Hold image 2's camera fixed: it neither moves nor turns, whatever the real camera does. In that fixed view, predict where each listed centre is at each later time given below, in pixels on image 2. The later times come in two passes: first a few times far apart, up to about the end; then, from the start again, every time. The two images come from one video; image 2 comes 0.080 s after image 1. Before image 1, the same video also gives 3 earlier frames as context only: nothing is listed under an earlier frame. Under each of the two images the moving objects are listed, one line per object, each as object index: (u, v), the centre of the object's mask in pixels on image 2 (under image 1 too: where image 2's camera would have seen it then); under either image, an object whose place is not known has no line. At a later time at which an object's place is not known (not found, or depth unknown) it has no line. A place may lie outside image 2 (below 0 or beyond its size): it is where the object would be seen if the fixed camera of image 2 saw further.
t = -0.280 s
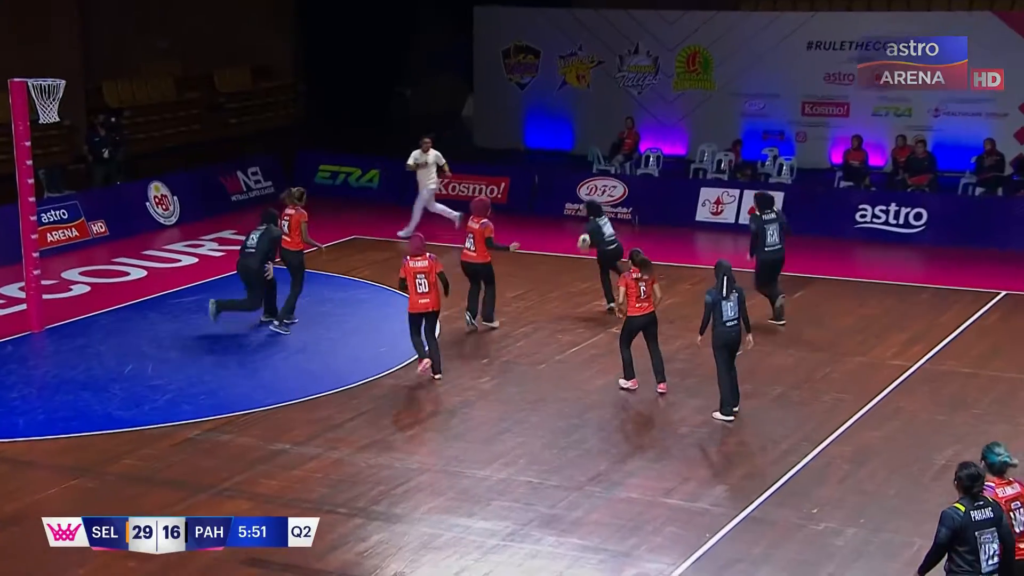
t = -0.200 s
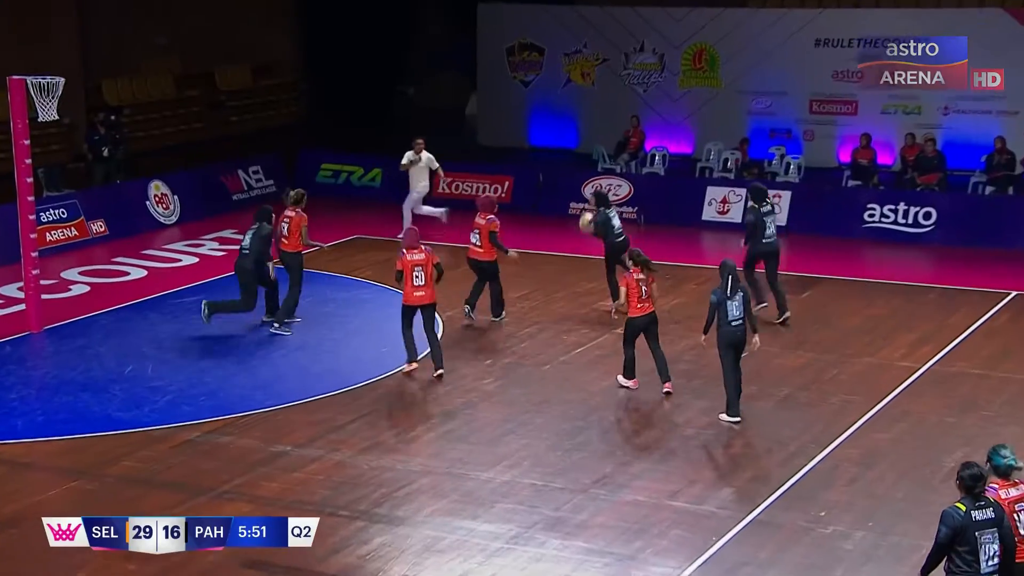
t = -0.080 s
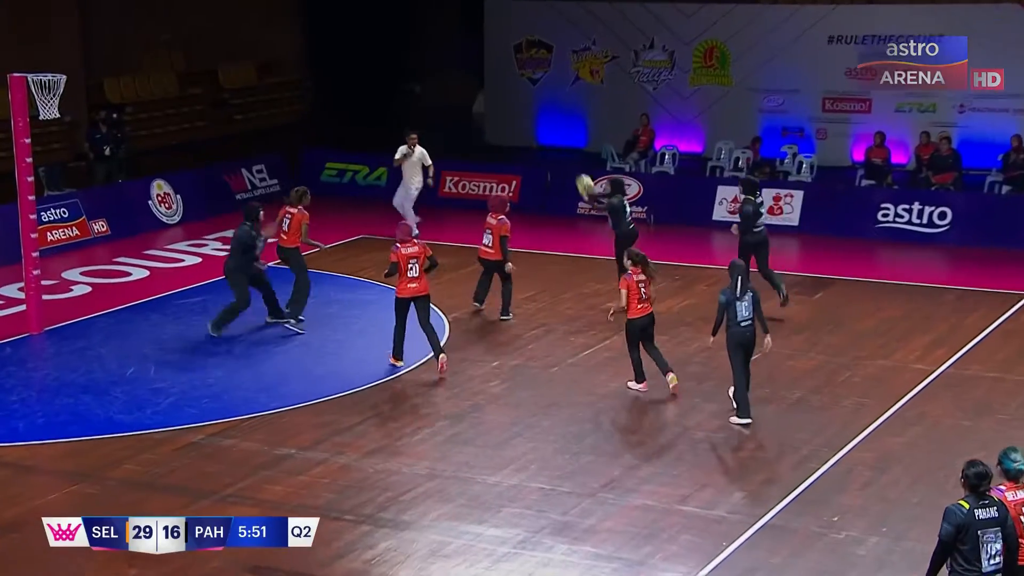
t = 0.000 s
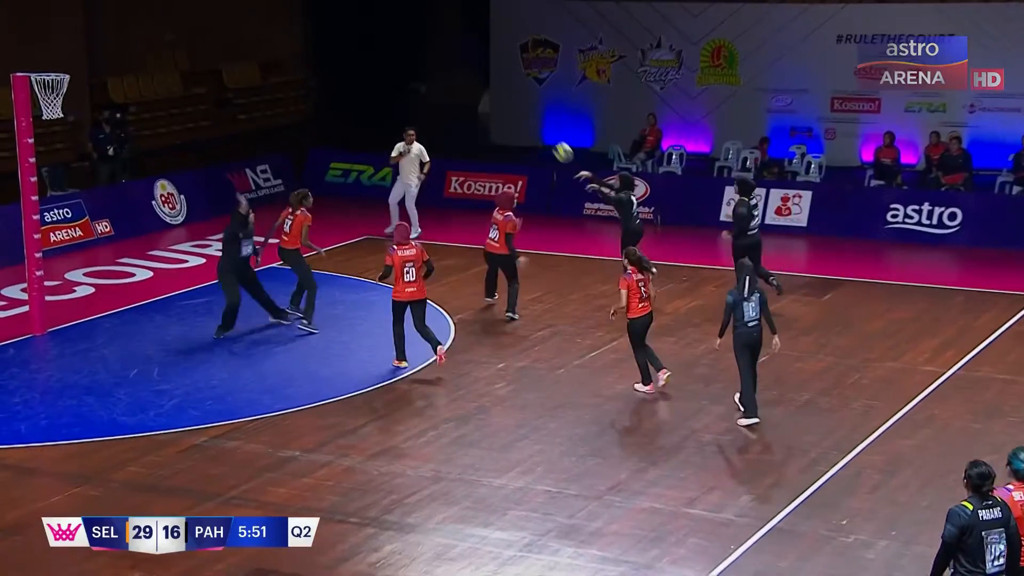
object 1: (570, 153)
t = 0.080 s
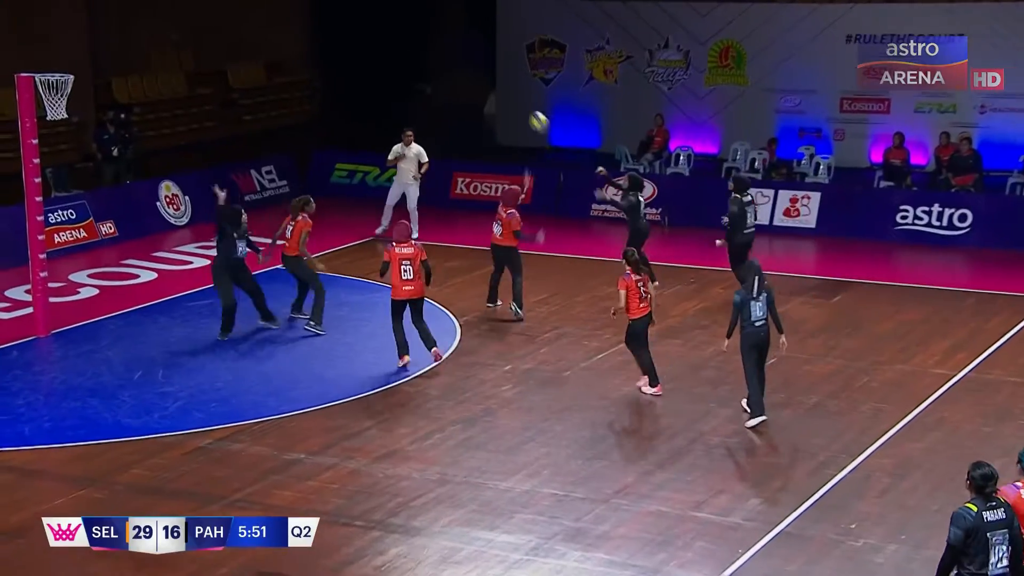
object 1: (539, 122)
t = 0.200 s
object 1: (492, 86)
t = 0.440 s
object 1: (398, 45)
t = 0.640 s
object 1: (320, 47)
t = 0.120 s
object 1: (523, 109)
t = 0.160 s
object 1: (507, 97)
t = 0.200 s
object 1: (492, 86)
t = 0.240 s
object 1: (477, 76)
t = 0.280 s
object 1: (461, 67)
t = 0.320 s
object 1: (444, 59)
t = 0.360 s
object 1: (429, 54)
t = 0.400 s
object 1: (413, 48)
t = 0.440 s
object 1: (398, 45)
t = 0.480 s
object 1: (382, 43)
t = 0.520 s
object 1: (366, 42)
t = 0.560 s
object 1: (351, 43)
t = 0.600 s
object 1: (336, 44)
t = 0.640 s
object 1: (320, 47)
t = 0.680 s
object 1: (305, 52)
